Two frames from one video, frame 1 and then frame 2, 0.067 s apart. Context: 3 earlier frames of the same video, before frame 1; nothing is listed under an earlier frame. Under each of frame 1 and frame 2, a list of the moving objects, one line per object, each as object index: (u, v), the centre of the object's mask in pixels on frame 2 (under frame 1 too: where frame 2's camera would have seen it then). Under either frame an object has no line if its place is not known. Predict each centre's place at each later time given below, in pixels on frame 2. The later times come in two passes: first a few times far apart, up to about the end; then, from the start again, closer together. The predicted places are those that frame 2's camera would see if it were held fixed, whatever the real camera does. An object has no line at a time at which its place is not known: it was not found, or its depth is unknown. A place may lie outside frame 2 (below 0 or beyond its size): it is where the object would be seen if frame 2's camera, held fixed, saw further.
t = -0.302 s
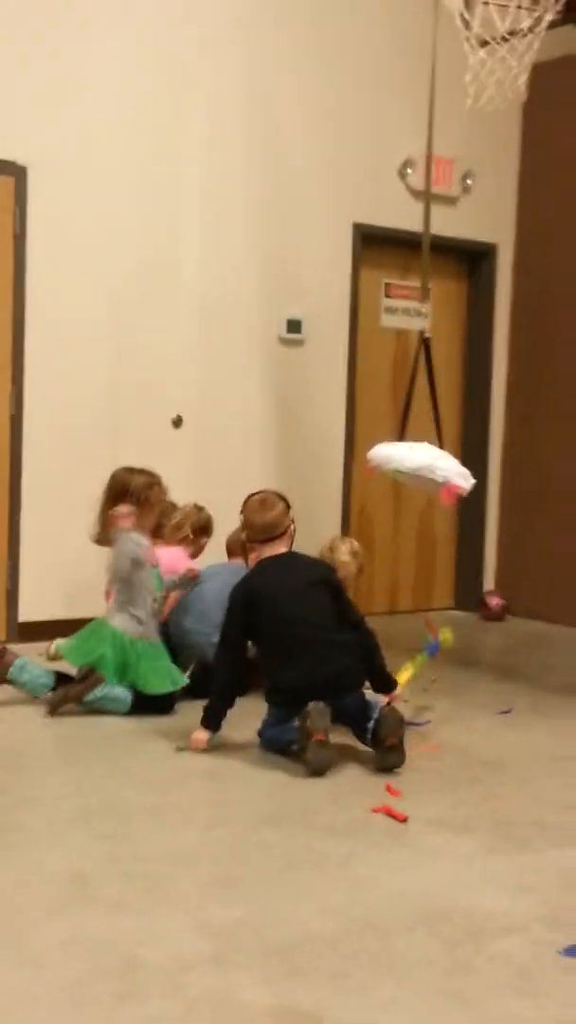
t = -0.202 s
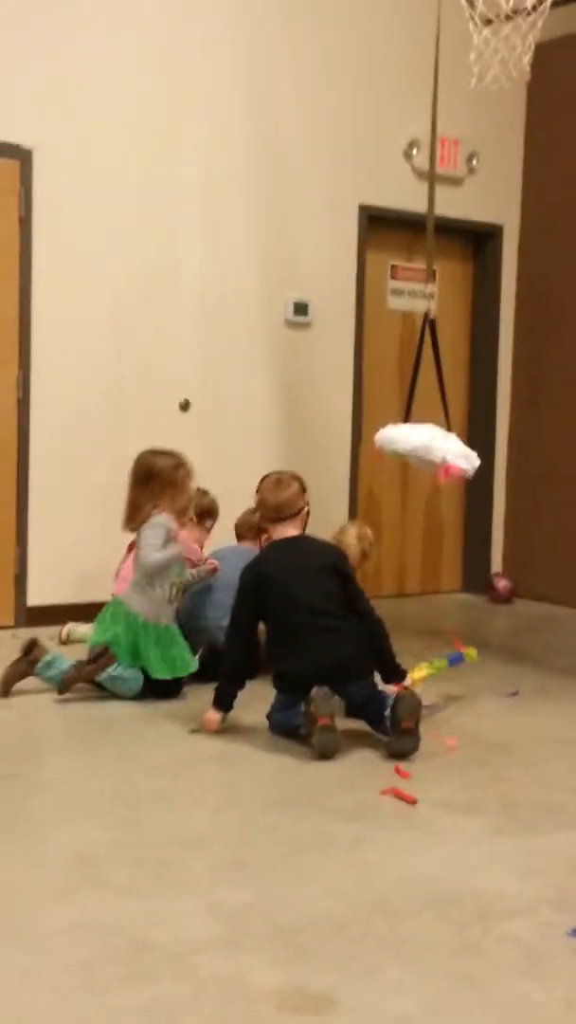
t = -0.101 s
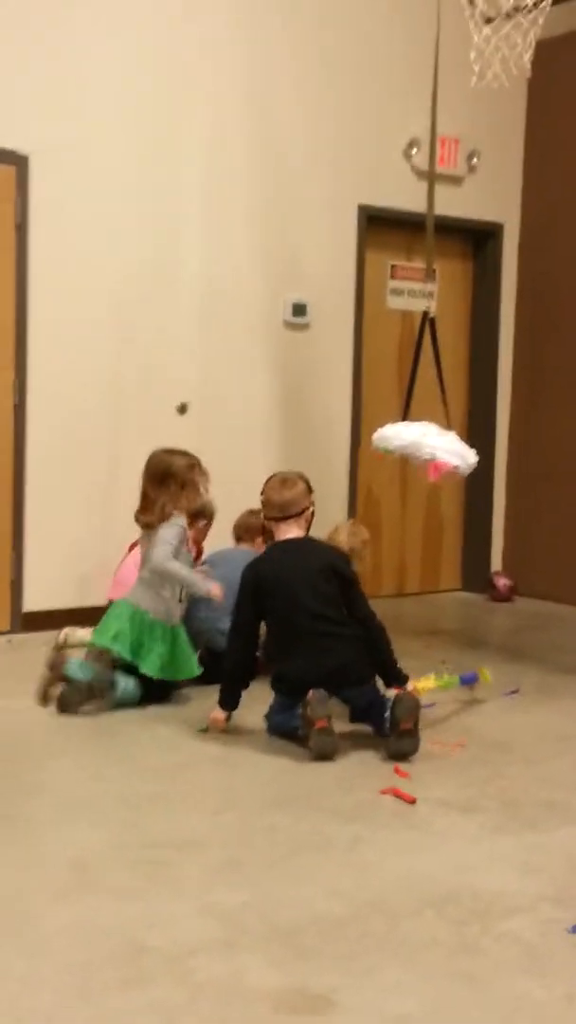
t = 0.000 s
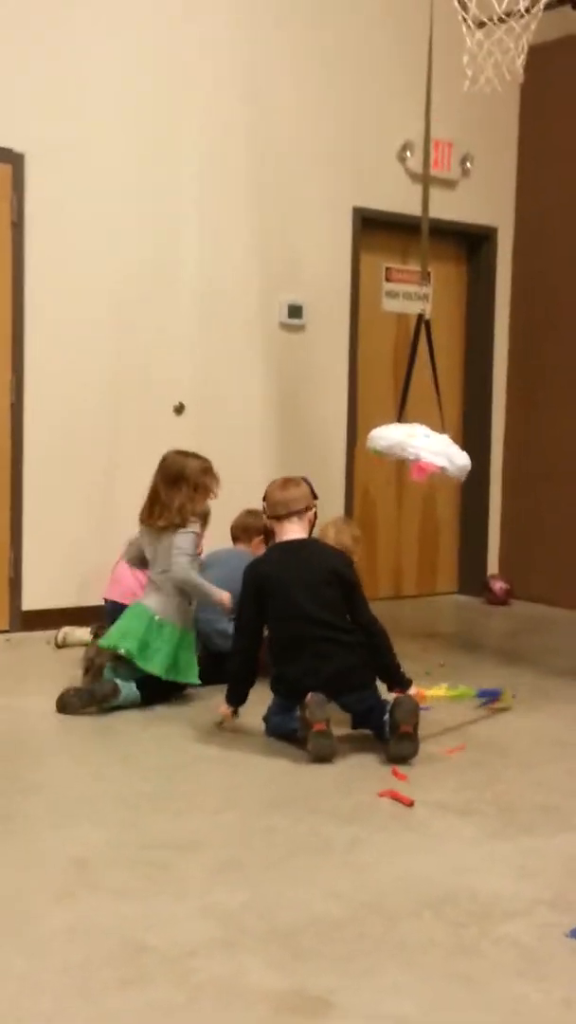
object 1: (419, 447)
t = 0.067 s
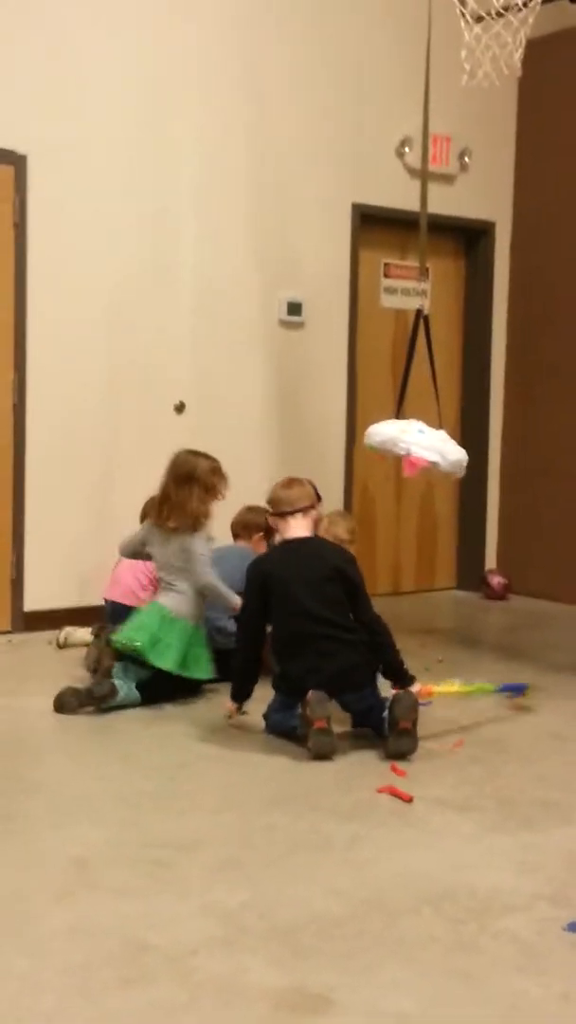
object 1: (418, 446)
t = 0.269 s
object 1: (413, 449)
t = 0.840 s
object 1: (406, 451)
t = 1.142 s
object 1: (407, 450)
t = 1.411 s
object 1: (410, 448)
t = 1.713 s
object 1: (415, 451)
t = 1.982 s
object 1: (416, 450)
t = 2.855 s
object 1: (409, 448)
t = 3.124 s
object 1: (408, 450)
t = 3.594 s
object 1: (411, 449)
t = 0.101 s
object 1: (417, 446)
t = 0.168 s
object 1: (416, 448)
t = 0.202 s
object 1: (415, 448)
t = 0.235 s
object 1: (414, 448)
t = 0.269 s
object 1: (413, 449)
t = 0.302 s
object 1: (412, 450)
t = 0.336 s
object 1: (411, 449)
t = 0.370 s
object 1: (411, 449)
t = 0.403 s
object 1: (411, 450)
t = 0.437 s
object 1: (410, 450)
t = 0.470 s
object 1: (409, 450)
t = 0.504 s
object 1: (409, 450)
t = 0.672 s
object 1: (407, 450)
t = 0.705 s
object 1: (407, 450)
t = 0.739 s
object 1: (407, 449)
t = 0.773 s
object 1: (406, 450)
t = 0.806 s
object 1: (406, 451)
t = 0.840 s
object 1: (406, 451)
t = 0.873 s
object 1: (406, 450)
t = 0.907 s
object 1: (406, 449)
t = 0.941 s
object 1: (406, 451)
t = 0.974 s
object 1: (406, 451)
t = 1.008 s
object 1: (406, 451)
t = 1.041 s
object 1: (407, 450)
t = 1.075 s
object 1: (406, 449)
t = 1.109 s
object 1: (407, 450)
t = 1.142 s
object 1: (407, 450)
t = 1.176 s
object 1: (408, 450)
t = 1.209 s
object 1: (409, 449)
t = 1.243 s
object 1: (408, 450)
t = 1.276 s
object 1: (409, 449)
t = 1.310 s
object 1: (409, 450)
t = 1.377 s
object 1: (409, 449)
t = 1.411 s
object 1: (410, 448)
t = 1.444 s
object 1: (411, 448)
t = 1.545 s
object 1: (413, 449)
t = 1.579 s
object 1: (413, 449)
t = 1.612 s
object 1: (414, 449)
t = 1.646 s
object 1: (414, 449)
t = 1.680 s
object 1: (415, 451)
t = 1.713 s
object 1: (415, 451)
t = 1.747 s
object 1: (416, 450)
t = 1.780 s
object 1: (416, 451)
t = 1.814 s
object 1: (416, 451)
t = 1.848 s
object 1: (416, 450)
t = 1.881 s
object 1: (416, 451)
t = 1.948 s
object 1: (417, 451)
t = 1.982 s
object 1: (416, 450)
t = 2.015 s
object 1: (417, 450)
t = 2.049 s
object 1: (416, 451)
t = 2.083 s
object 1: (417, 451)
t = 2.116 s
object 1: (416, 451)
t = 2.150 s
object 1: (417, 450)
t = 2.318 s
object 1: (415, 450)
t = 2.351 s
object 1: (415, 449)
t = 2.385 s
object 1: (414, 448)
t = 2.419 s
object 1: (414, 449)
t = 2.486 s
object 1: (414, 448)
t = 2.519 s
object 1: (414, 448)
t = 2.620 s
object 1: (411, 448)
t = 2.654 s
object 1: (411, 448)
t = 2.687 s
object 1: (411, 448)
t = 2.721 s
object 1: (410, 447)
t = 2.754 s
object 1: (410, 449)
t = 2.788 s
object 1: (410, 449)
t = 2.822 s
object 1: (409, 449)
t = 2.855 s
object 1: (409, 448)
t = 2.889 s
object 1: (410, 448)
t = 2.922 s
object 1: (410, 449)
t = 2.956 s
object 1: (409, 450)
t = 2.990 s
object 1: (409, 450)
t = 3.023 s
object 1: (408, 449)
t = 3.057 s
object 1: (408, 449)
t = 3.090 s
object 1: (408, 450)
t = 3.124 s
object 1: (408, 450)
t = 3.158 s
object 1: (408, 451)
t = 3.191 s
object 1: (408, 451)
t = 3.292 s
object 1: (408, 451)
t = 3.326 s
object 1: (409, 451)
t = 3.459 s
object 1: (410, 450)
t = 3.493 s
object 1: (411, 450)
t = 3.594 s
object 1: (411, 449)
